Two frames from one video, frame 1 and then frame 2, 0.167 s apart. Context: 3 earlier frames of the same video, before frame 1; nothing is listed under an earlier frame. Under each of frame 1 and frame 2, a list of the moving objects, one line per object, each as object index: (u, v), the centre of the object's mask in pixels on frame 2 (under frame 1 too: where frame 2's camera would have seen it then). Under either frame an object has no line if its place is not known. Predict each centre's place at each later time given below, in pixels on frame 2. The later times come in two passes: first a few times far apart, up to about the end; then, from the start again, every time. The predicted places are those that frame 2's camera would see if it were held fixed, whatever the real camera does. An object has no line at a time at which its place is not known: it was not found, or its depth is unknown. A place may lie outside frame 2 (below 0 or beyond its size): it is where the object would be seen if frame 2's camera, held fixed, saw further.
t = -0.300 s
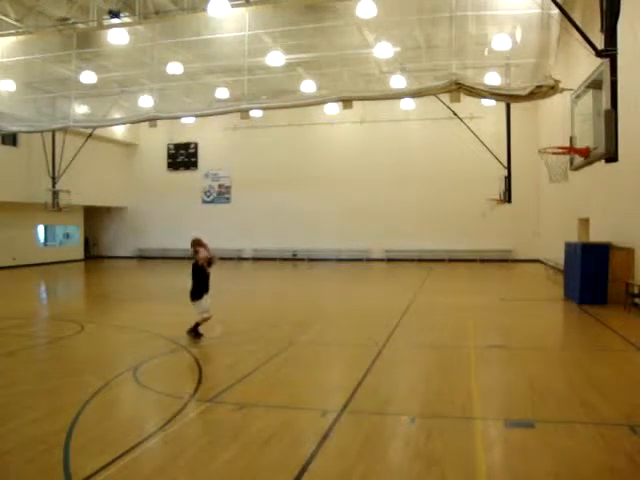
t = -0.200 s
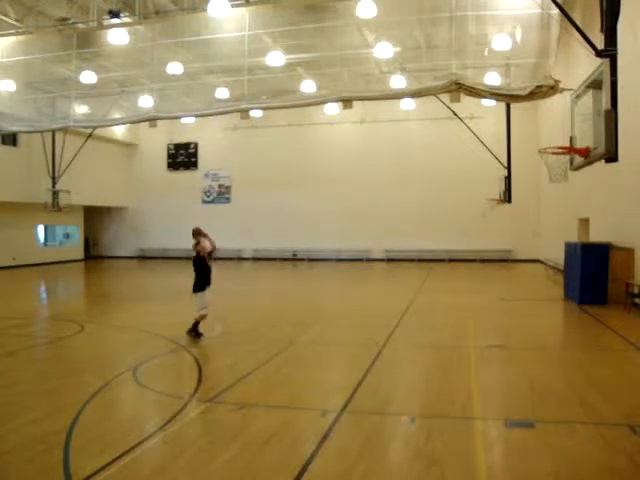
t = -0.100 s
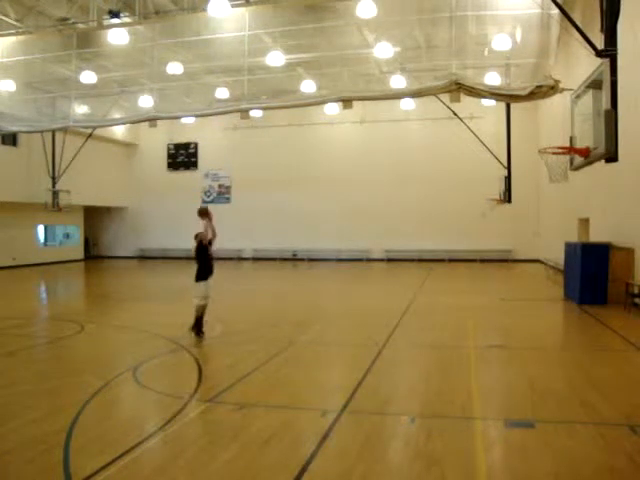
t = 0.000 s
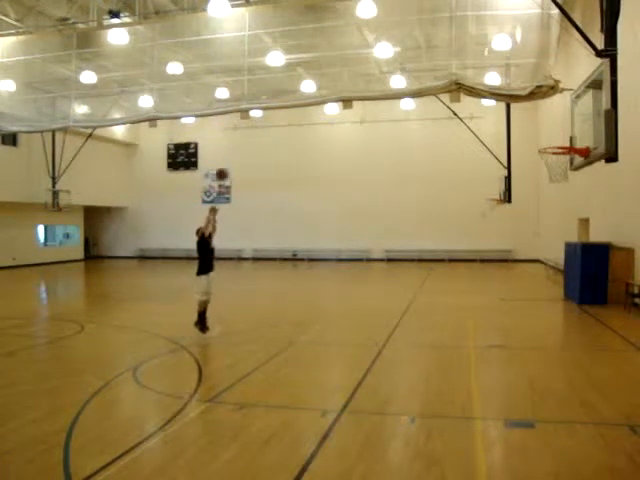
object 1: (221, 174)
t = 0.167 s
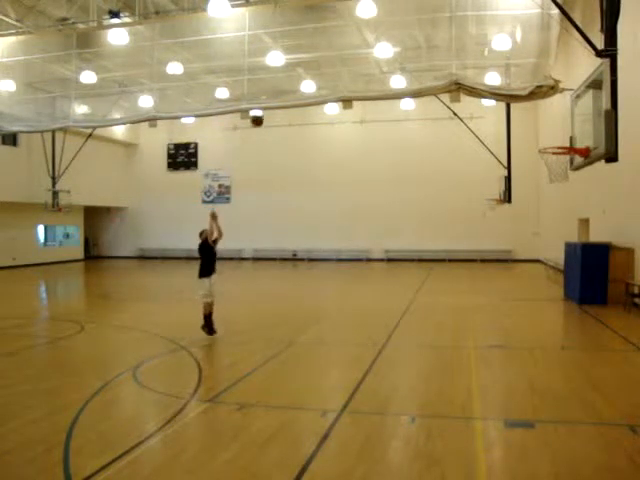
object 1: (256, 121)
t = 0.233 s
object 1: (271, 102)
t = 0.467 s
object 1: (326, 55)
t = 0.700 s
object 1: (386, 39)
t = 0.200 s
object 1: (265, 110)
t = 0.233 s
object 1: (271, 102)
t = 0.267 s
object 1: (279, 93)
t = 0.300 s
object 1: (286, 86)
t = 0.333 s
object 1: (294, 79)
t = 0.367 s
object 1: (302, 72)
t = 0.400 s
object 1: (310, 65)
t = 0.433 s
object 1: (318, 60)
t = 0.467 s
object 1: (326, 55)
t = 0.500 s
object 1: (334, 51)
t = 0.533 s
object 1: (343, 47)
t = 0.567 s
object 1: (351, 44)
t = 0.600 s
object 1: (360, 42)
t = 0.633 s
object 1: (368, 40)
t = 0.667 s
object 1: (377, 39)
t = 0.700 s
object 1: (386, 39)
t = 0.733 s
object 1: (395, 39)
